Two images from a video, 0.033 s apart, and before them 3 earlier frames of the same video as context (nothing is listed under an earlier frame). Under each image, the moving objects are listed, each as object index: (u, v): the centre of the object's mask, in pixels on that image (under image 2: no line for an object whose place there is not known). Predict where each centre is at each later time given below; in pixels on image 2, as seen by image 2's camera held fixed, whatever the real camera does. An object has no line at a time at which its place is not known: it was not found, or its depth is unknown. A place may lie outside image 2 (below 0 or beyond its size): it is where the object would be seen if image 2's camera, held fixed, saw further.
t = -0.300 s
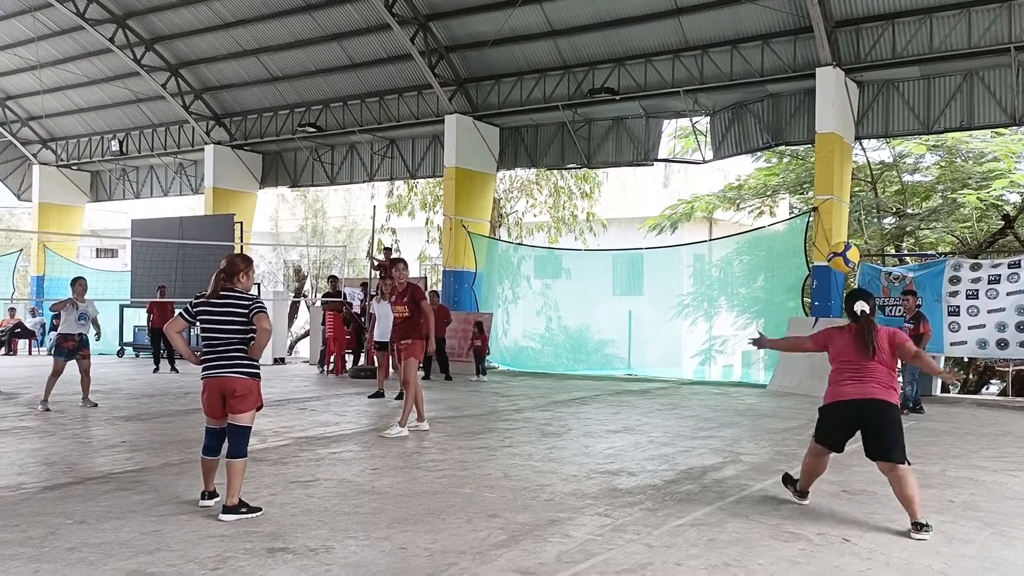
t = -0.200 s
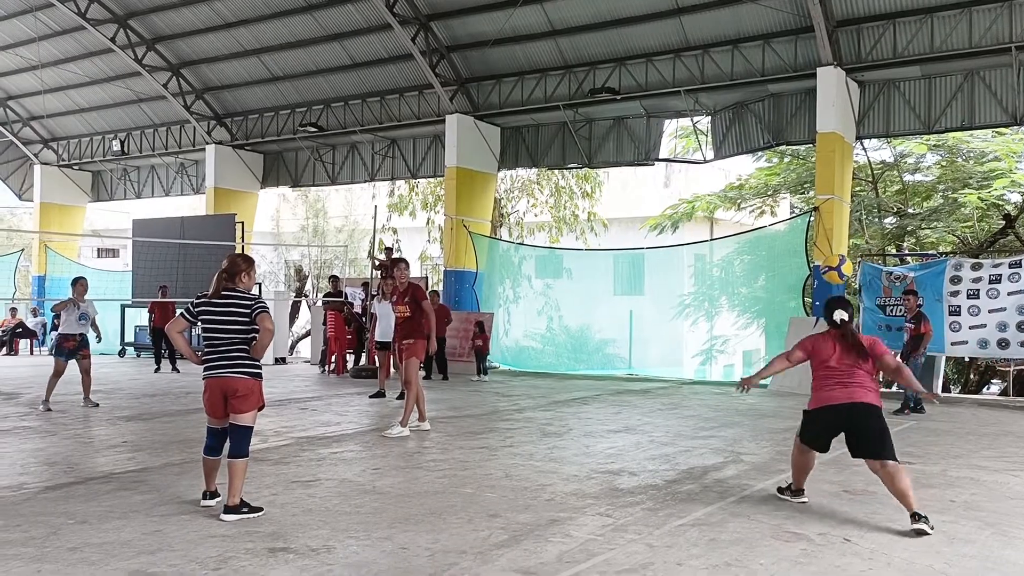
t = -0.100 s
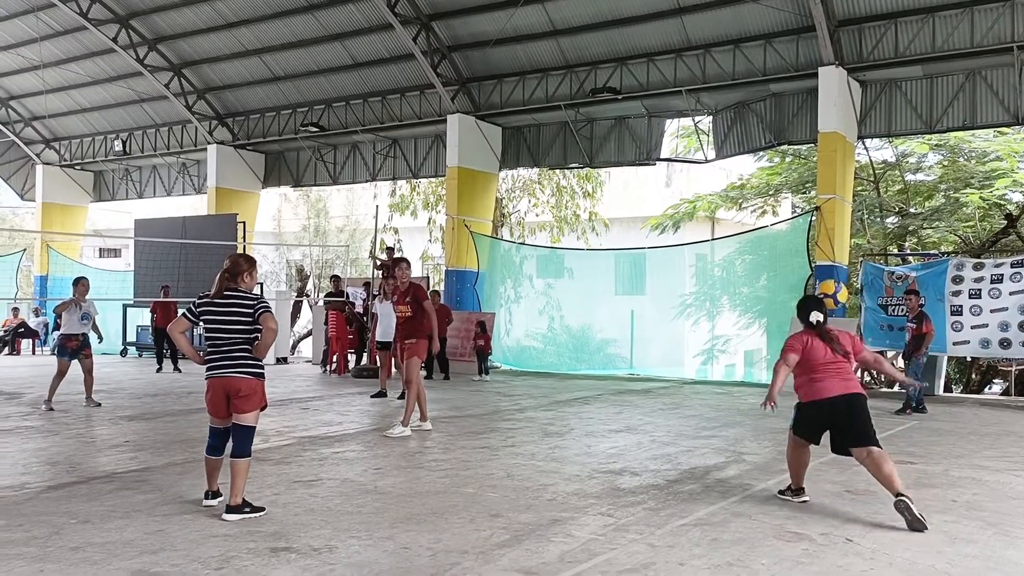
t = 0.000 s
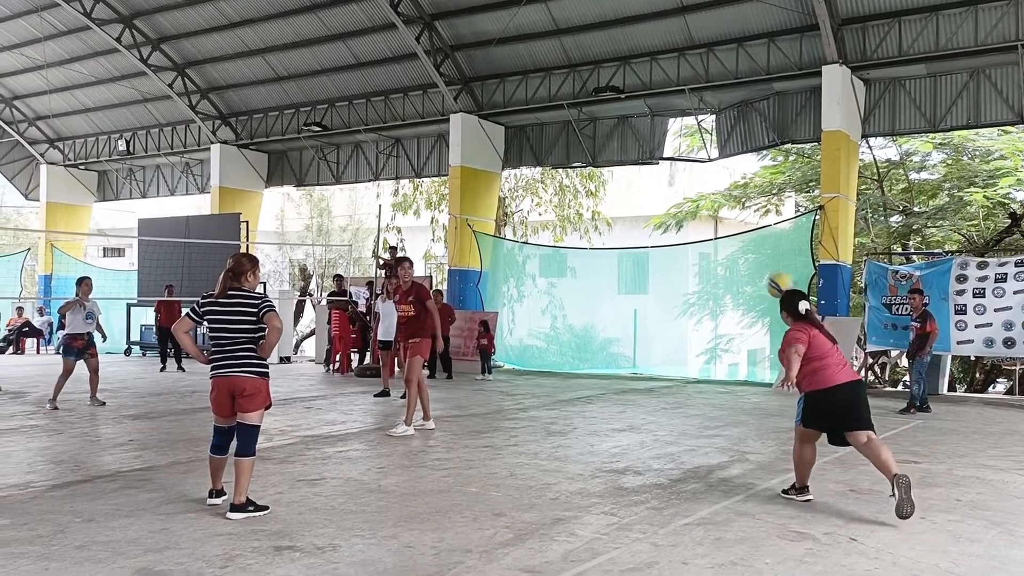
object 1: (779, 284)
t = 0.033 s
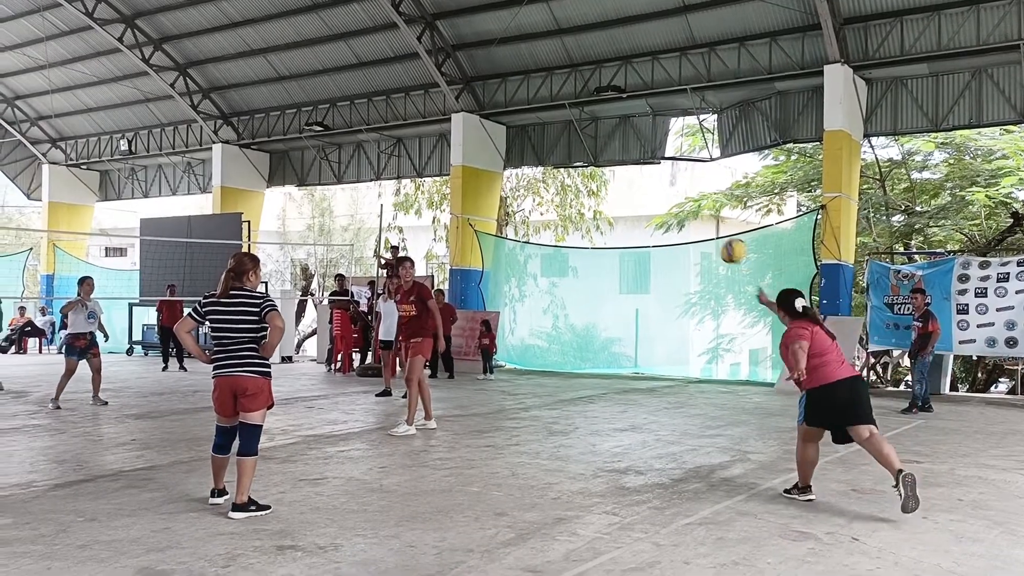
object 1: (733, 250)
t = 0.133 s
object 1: (605, 170)
